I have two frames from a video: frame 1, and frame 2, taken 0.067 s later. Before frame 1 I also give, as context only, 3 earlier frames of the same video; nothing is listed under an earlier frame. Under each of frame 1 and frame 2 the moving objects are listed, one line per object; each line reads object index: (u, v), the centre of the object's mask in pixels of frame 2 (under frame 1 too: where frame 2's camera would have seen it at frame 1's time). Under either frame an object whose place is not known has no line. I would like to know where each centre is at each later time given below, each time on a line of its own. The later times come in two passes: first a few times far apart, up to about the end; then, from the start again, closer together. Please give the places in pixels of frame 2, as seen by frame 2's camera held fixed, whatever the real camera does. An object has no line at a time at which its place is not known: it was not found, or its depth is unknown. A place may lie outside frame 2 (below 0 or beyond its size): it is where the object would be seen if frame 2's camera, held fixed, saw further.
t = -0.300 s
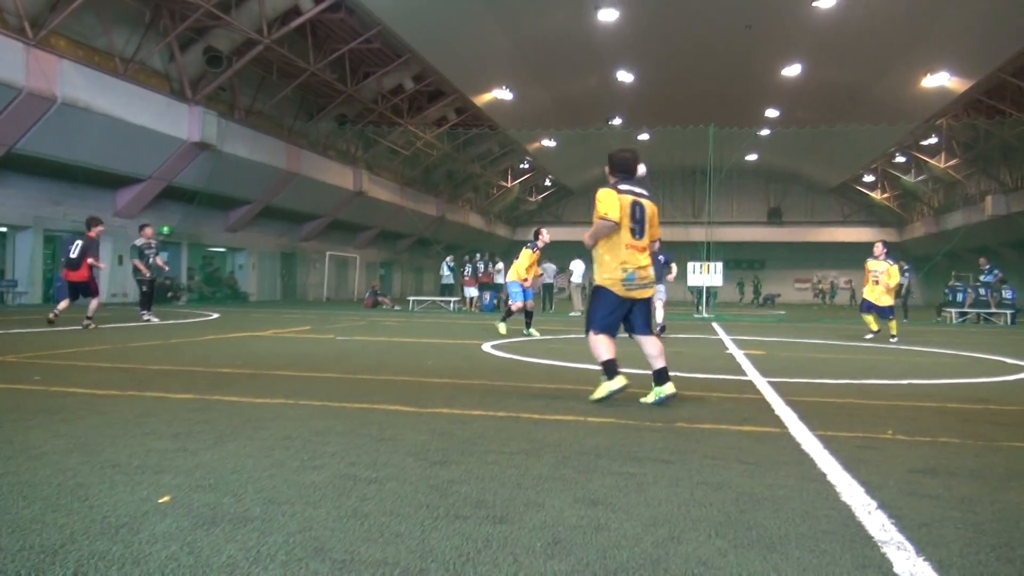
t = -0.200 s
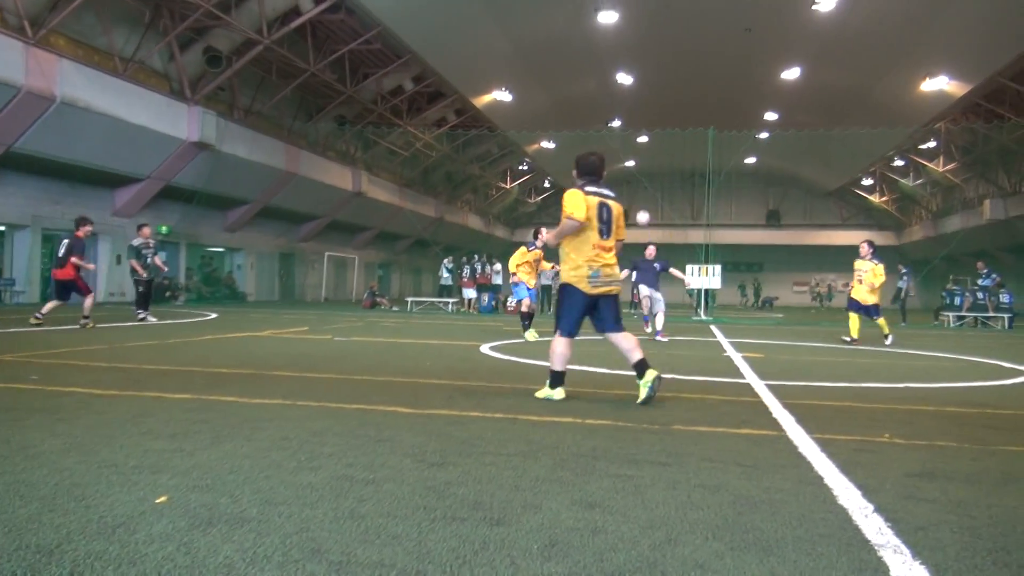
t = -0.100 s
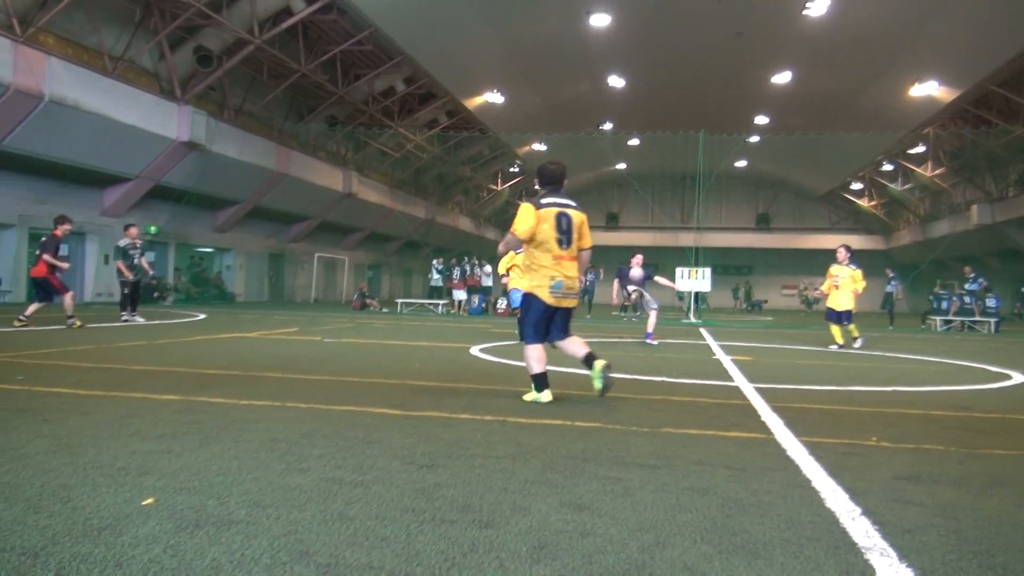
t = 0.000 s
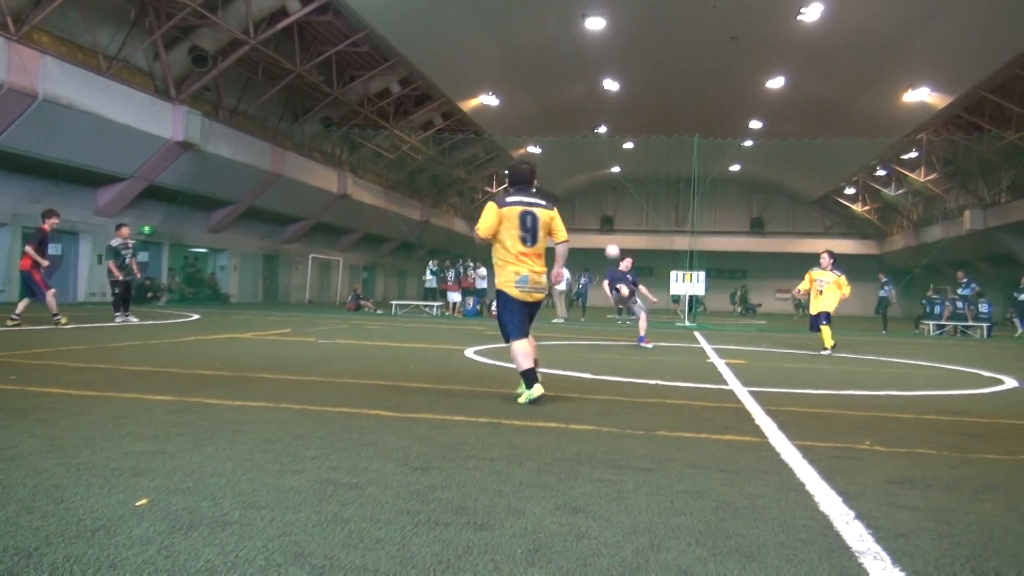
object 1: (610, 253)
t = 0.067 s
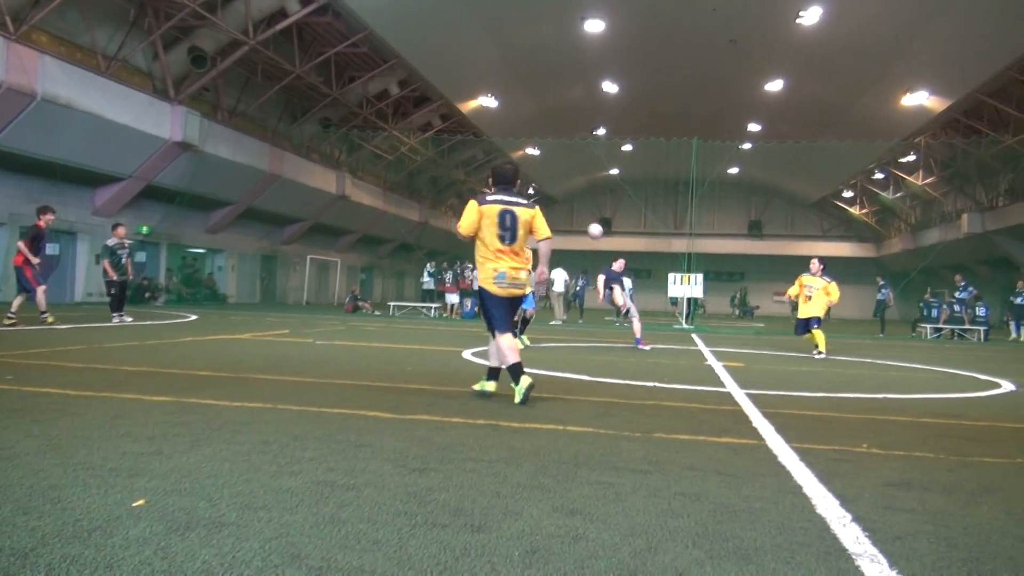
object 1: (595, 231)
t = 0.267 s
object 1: (543, 175)
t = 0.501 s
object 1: (469, 144)
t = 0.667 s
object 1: (406, 152)
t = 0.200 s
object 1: (561, 191)
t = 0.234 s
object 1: (552, 183)
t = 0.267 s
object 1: (543, 175)
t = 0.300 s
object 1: (533, 168)
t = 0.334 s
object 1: (524, 162)
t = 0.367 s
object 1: (513, 157)
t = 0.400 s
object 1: (503, 152)
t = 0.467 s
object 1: (481, 146)
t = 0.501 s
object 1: (469, 144)
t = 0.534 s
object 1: (457, 143)
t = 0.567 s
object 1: (445, 144)
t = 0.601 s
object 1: (432, 145)
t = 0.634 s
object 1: (419, 148)
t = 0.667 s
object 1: (406, 152)
